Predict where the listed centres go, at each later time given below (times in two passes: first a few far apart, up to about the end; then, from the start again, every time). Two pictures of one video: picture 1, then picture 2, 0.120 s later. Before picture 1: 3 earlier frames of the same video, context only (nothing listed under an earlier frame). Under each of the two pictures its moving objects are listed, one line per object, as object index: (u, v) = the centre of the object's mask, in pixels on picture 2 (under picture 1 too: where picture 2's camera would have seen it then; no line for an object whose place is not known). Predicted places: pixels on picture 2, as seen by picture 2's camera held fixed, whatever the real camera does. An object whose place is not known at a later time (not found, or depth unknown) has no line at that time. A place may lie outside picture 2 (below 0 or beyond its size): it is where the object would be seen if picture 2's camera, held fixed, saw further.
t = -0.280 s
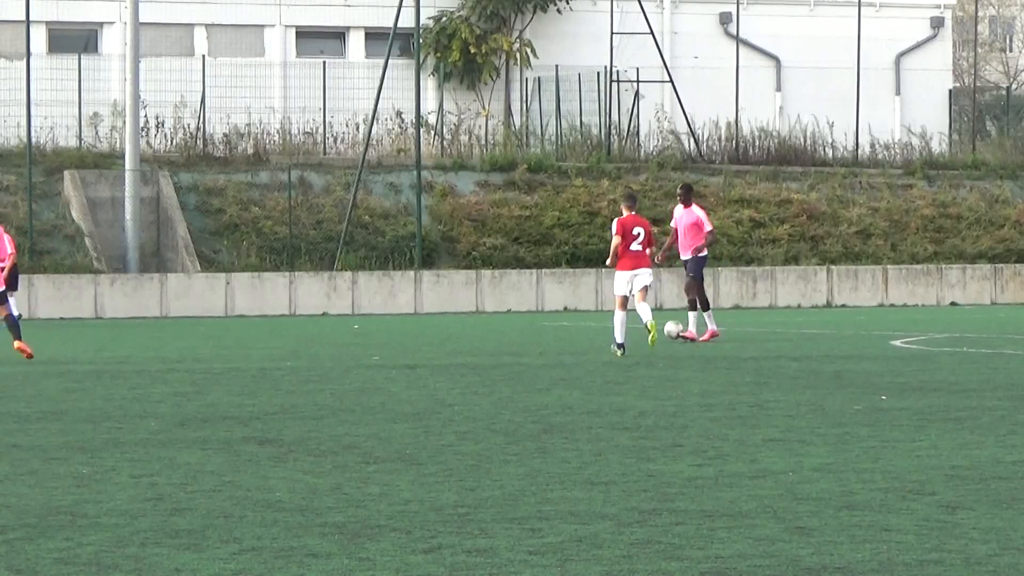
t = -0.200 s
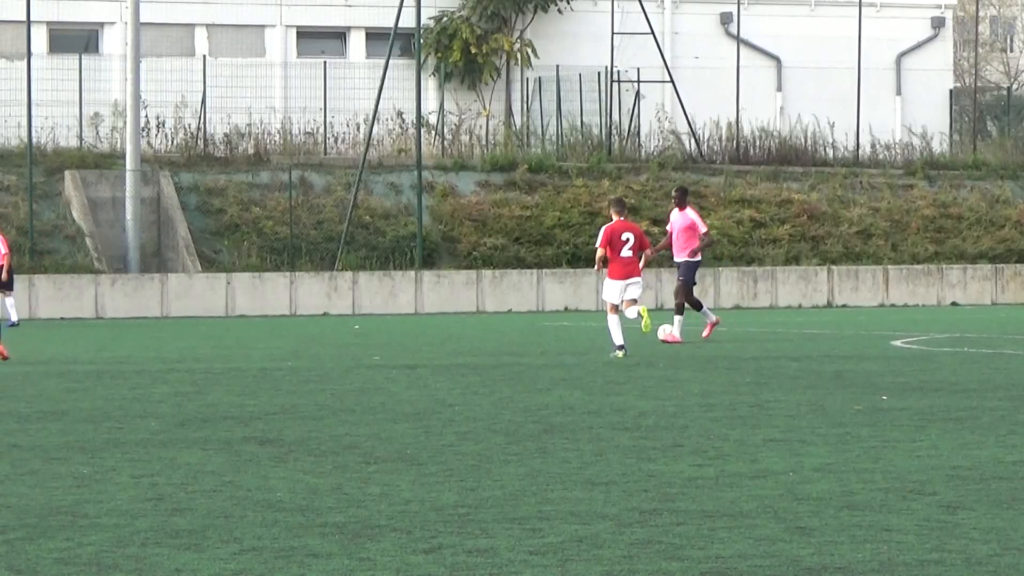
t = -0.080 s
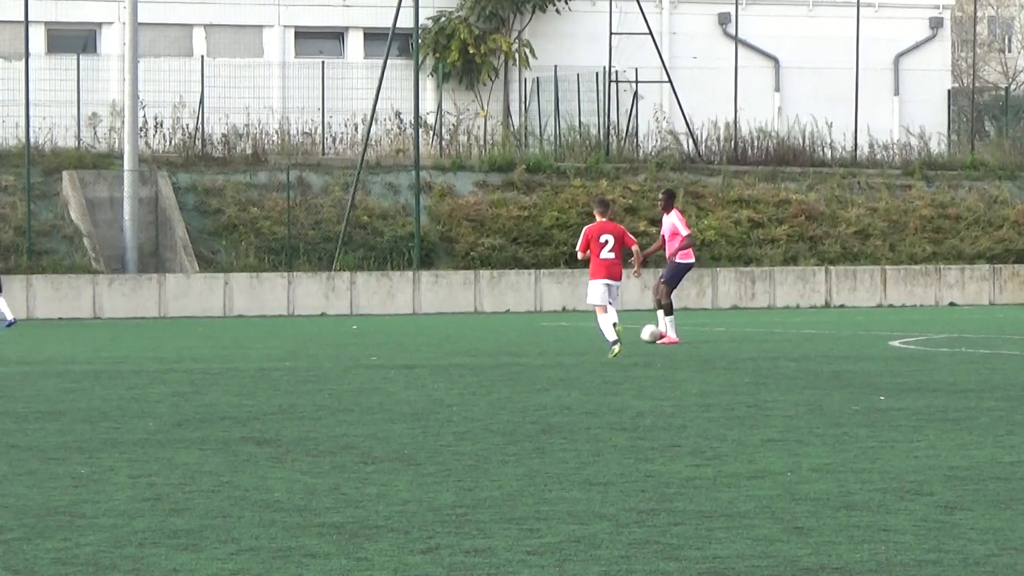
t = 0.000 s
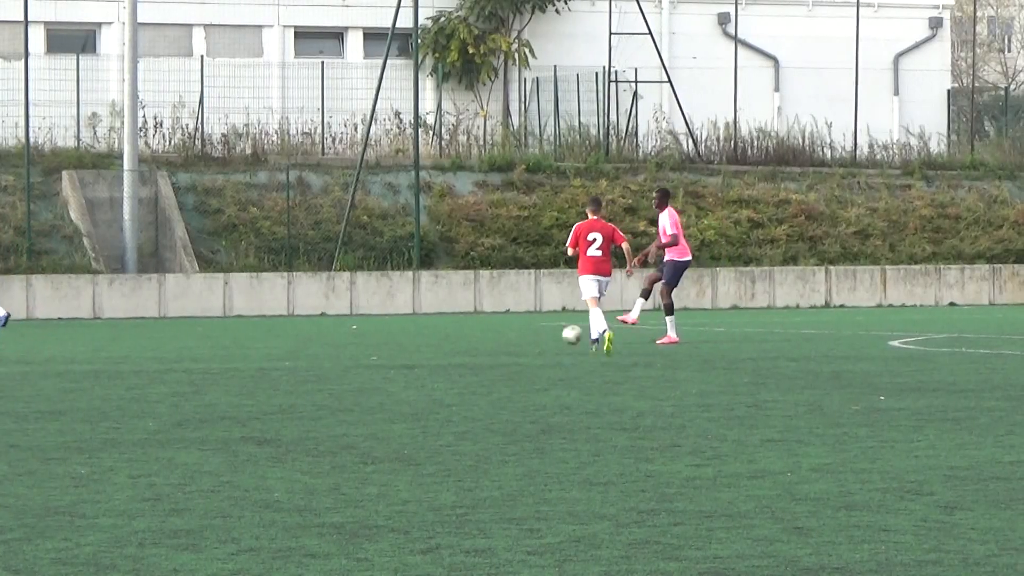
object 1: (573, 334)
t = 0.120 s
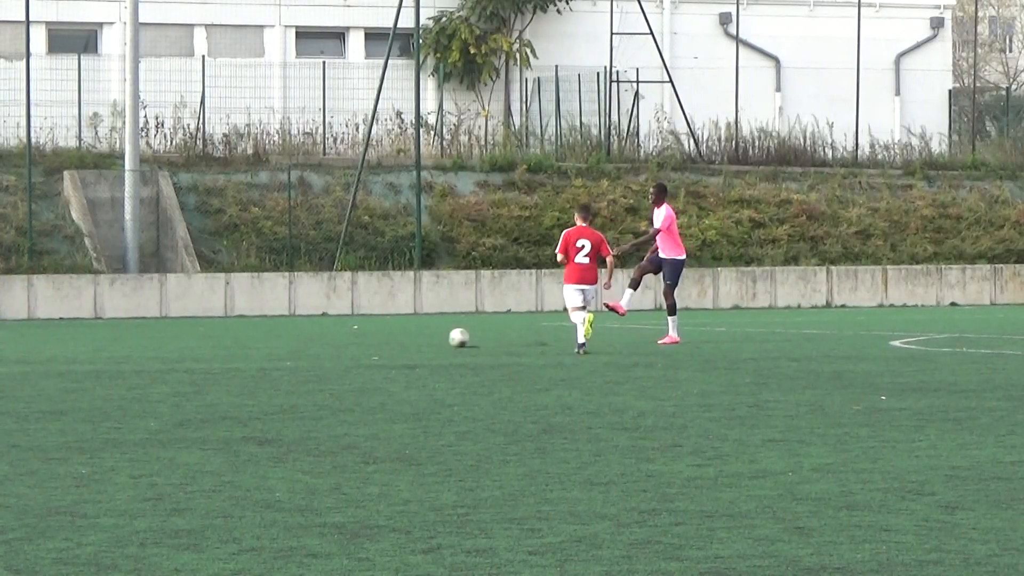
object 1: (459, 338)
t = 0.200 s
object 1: (384, 339)
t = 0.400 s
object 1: (211, 341)
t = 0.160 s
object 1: (421, 338)
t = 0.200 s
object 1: (384, 339)
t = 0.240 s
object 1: (349, 339)
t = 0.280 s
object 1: (313, 341)
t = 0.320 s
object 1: (279, 340)
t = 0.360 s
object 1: (245, 339)
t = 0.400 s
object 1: (211, 341)
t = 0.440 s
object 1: (179, 344)
